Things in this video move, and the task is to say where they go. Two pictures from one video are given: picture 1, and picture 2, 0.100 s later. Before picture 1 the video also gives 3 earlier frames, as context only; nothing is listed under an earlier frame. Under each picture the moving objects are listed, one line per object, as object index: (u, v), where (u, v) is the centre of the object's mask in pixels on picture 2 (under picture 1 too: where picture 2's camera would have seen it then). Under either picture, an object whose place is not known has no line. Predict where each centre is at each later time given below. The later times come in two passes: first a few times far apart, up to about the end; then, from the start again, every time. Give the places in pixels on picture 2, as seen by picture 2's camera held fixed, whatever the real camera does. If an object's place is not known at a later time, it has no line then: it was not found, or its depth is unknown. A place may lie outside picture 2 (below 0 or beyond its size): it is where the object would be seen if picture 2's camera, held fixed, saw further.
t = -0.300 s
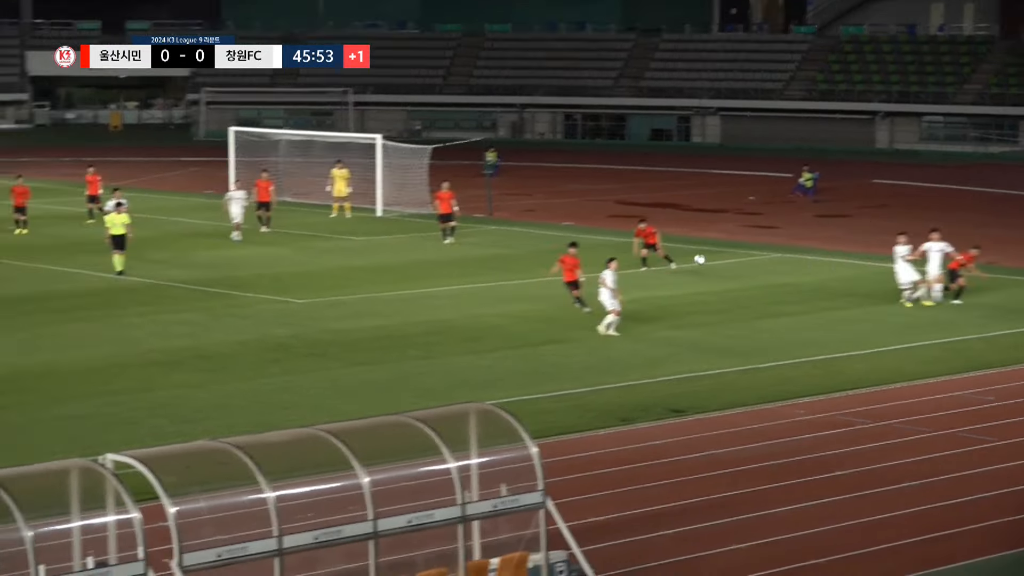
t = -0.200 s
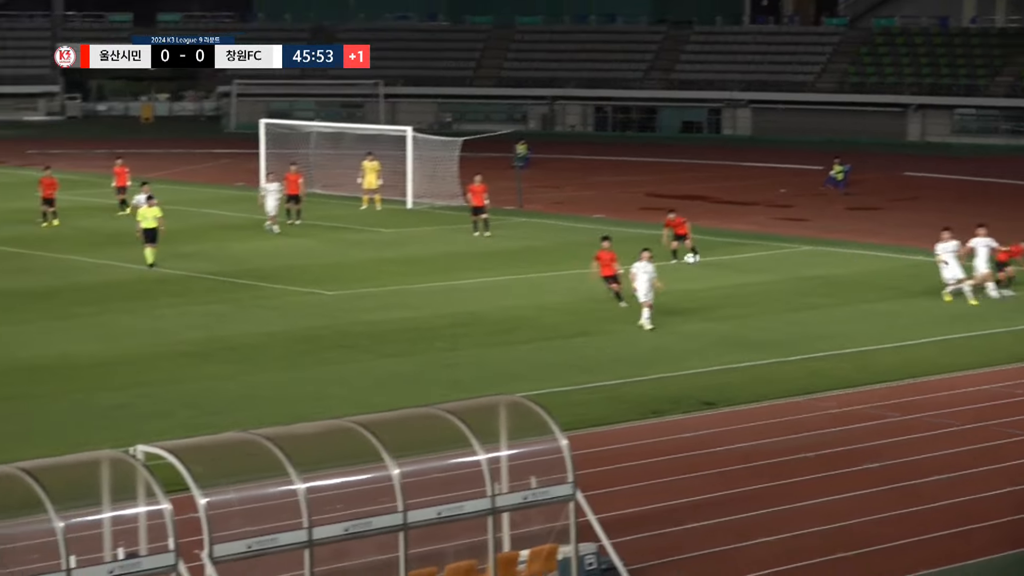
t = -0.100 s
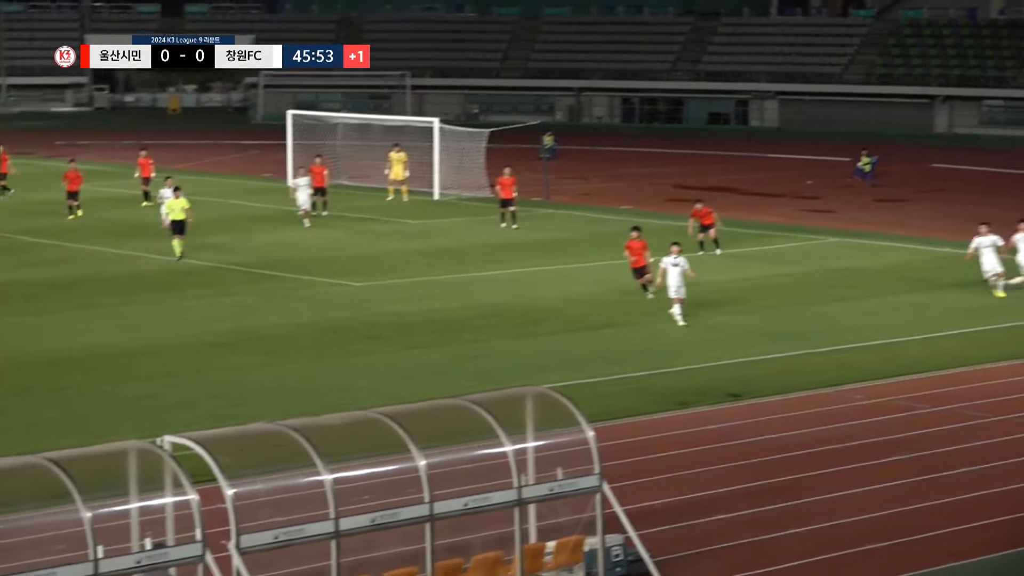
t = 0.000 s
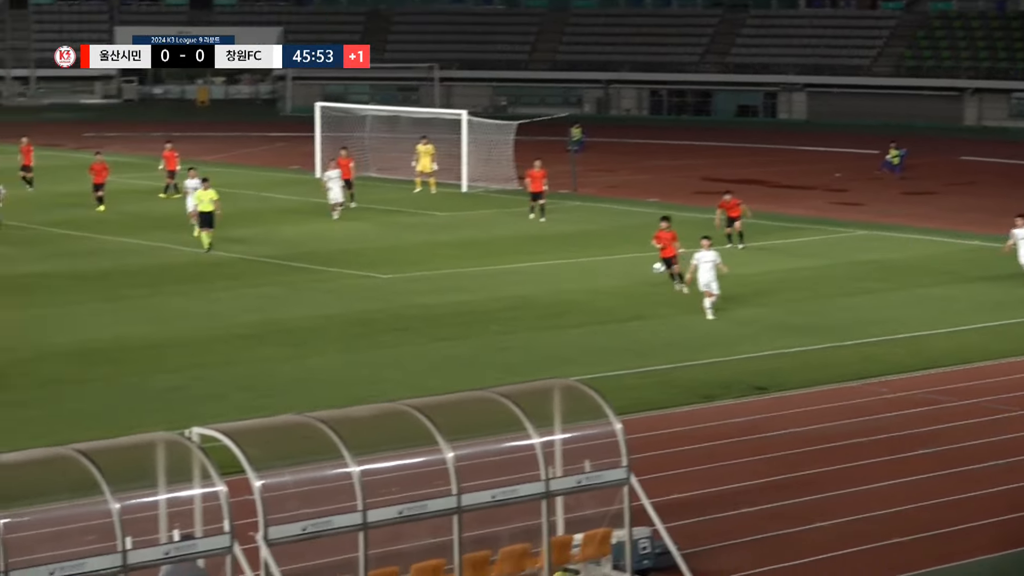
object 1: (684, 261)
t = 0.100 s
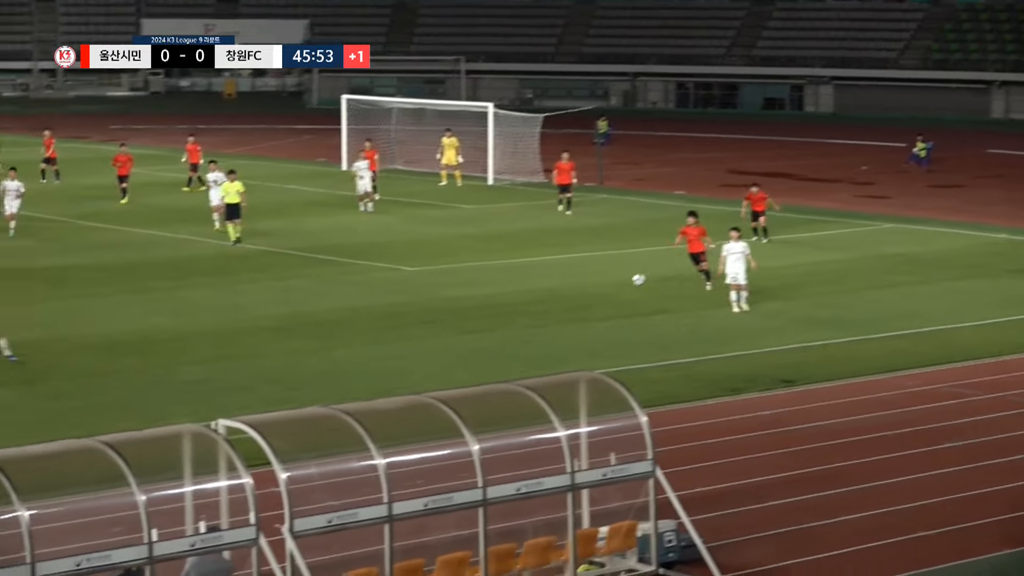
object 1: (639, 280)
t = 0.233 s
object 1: (574, 312)
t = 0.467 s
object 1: (466, 331)
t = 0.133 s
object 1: (623, 286)
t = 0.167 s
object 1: (607, 295)
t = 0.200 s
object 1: (590, 303)
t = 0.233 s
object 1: (574, 312)
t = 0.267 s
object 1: (557, 322)
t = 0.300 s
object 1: (540, 332)
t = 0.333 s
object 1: (524, 343)
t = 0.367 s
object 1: (509, 341)
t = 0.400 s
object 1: (495, 337)
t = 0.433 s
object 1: (481, 334)
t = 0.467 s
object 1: (466, 331)
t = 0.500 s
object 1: (453, 329)
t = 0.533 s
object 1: (438, 327)
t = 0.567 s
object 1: (423, 326)
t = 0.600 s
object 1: (409, 326)
